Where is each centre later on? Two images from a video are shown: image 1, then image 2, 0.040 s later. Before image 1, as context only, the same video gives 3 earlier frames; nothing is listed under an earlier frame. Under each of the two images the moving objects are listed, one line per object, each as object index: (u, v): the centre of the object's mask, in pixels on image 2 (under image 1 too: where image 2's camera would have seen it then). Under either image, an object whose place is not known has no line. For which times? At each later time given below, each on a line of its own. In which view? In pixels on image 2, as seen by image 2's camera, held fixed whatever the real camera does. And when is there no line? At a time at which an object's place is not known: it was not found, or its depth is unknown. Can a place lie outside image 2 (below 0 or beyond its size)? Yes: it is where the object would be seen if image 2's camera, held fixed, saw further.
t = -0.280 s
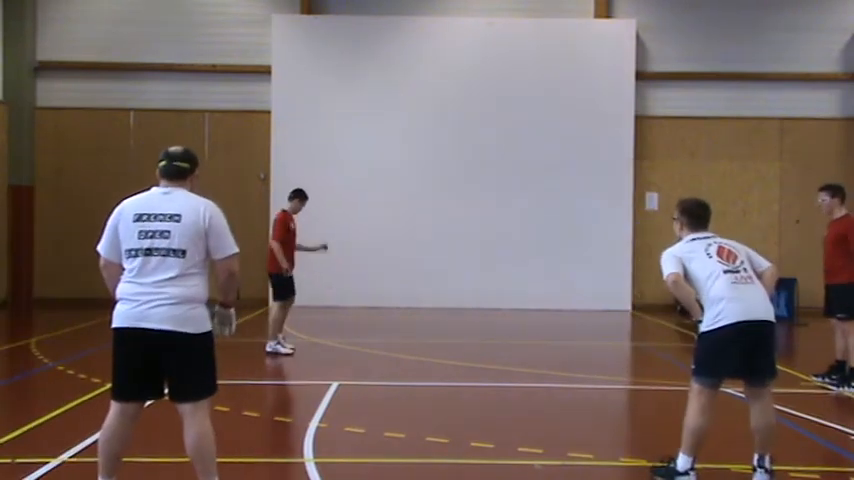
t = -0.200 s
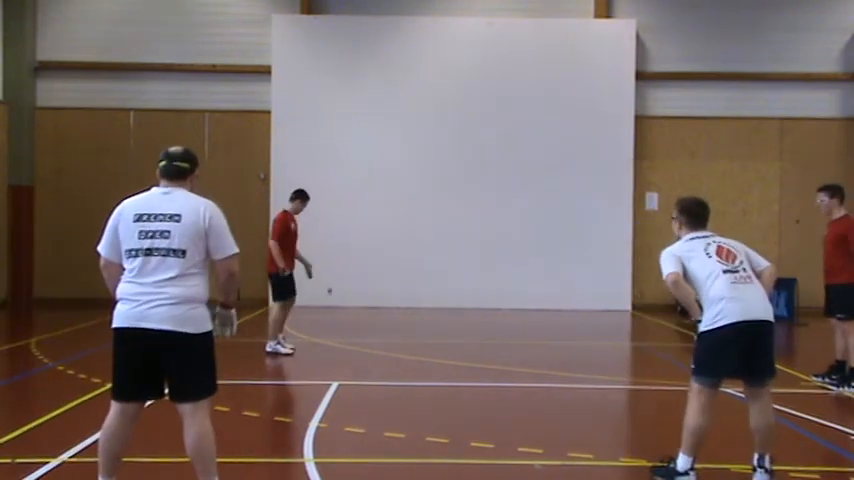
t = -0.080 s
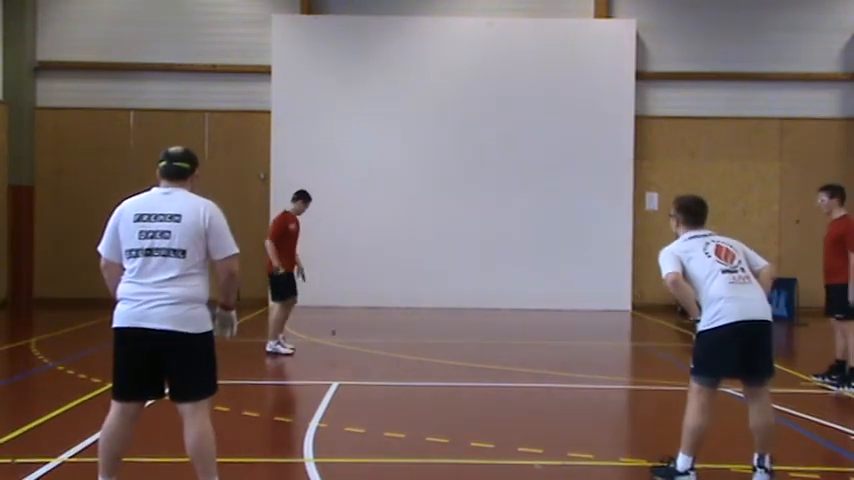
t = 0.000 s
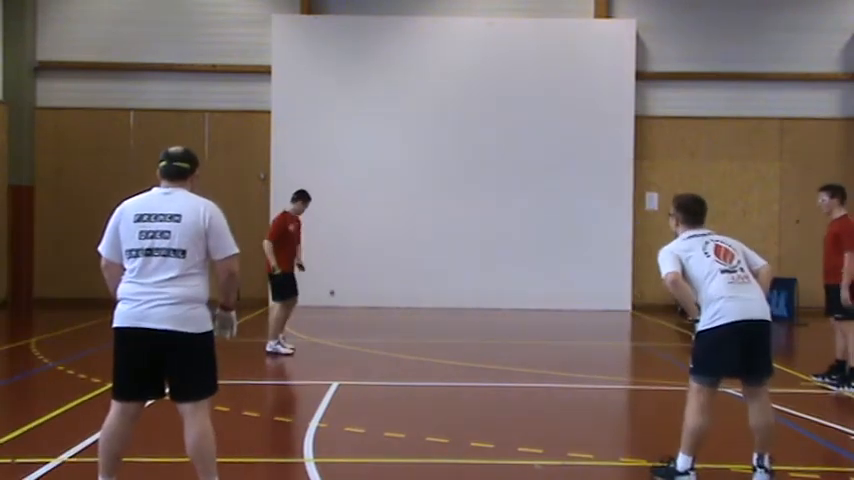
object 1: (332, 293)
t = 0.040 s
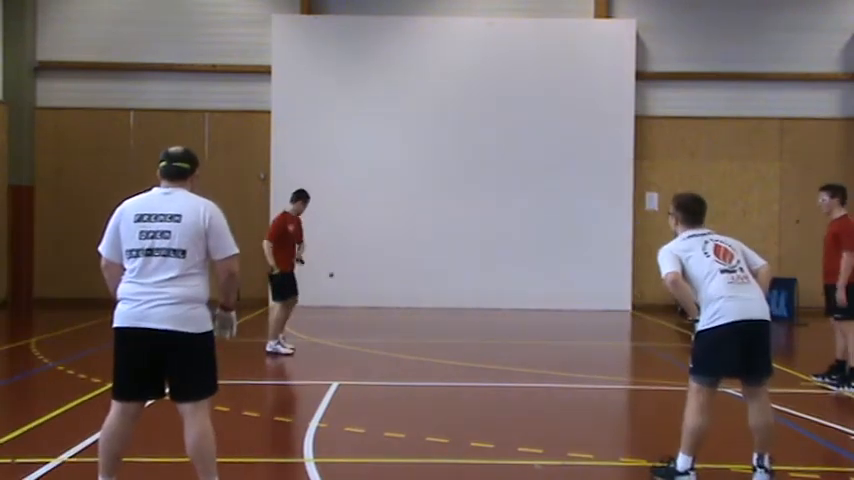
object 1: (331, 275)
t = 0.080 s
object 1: (330, 259)
